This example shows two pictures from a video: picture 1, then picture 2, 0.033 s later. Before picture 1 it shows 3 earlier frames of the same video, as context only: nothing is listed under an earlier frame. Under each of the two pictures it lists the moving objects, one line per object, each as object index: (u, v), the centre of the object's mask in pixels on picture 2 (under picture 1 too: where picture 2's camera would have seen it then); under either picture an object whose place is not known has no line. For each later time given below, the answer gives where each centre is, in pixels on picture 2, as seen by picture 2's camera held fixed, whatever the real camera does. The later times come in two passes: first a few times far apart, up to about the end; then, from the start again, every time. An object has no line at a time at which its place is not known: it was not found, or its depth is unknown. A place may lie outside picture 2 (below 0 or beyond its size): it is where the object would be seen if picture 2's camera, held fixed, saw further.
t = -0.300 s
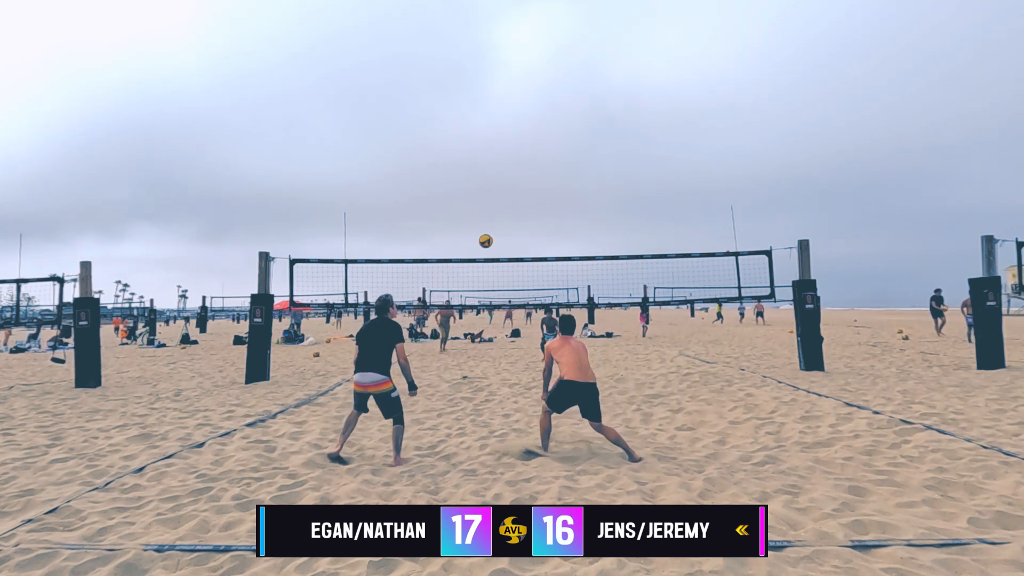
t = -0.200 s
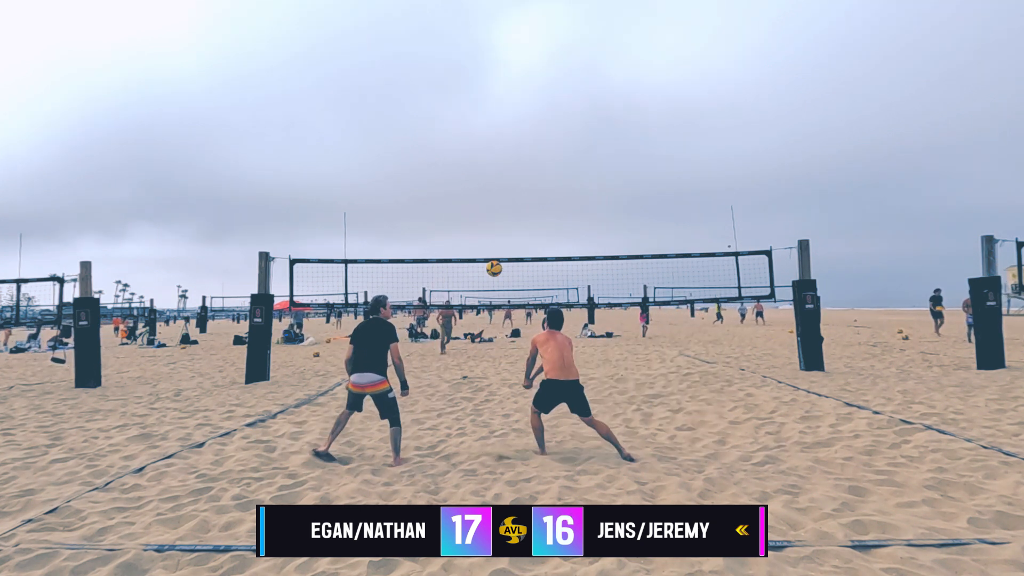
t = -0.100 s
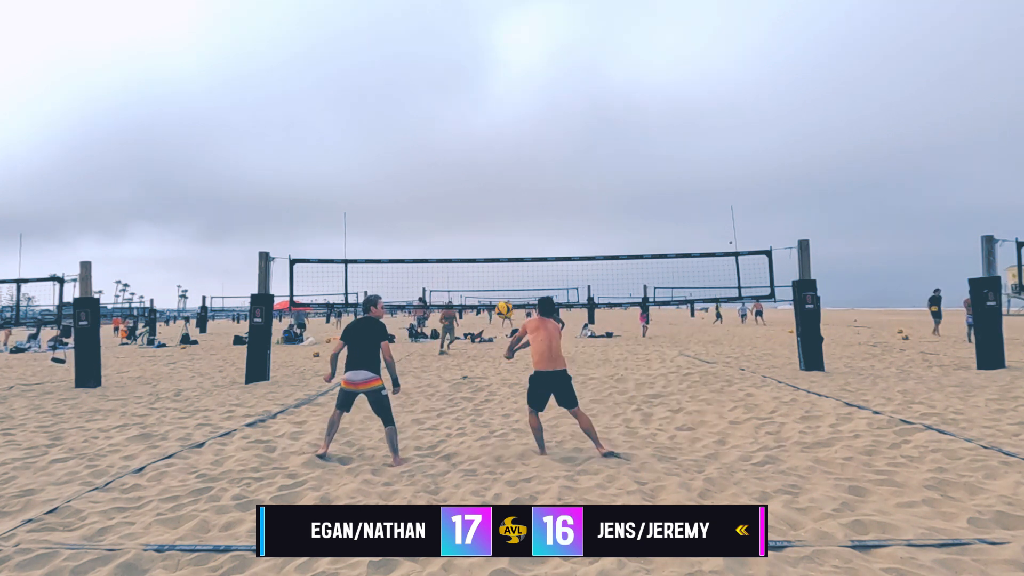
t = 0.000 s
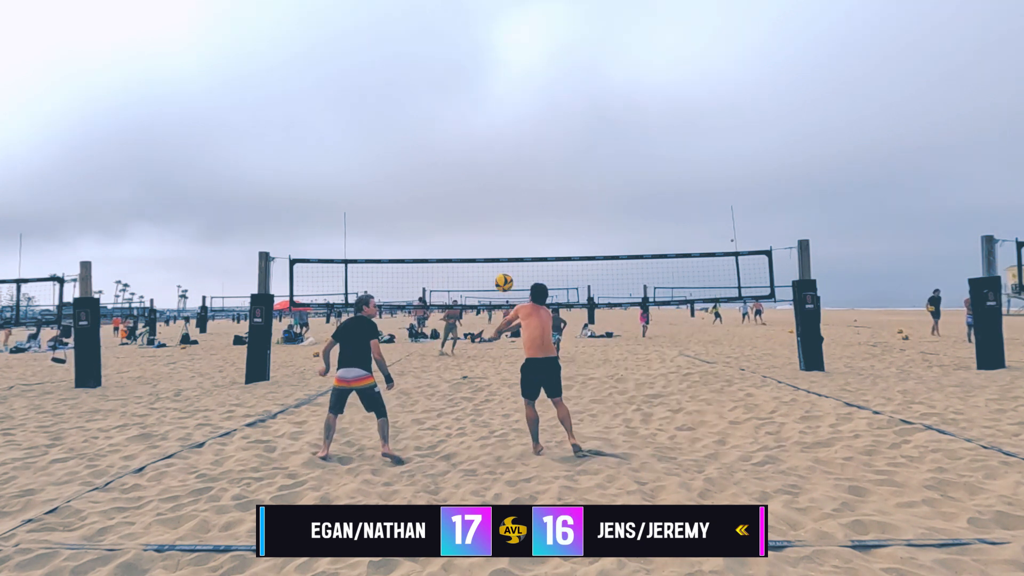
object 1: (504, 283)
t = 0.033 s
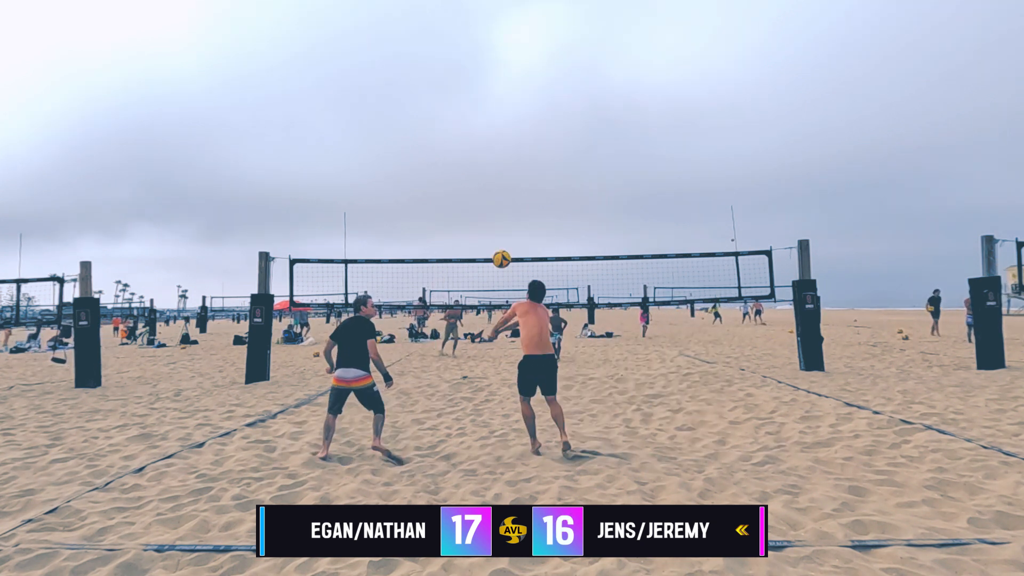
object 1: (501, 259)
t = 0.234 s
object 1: (487, 144)
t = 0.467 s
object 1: (474, 59)
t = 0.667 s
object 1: (464, 25)
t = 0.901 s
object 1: (454, 25)
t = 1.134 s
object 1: (445, 65)
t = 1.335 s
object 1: (438, 130)
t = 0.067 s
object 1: (499, 237)
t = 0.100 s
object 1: (496, 216)
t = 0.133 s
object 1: (494, 196)
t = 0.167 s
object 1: (492, 177)
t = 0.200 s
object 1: (490, 160)
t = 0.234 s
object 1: (487, 144)
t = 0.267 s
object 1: (485, 129)
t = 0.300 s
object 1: (483, 115)
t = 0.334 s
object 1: (481, 102)
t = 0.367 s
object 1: (479, 90)
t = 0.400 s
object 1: (477, 78)
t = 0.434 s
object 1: (476, 68)
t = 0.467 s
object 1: (474, 59)
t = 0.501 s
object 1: (472, 52)
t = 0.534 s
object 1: (470, 44)
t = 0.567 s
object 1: (469, 38)
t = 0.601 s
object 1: (467, 33)
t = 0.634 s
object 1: (466, 29)
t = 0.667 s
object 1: (464, 25)
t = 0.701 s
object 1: (463, 22)
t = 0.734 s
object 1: (461, 21)
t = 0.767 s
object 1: (460, 20)
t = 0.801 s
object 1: (458, 20)
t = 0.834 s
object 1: (457, 21)
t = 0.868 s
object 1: (455, 22)
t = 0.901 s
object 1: (454, 25)
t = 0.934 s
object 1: (453, 28)
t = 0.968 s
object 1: (451, 32)
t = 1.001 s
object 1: (450, 37)
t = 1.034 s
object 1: (449, 43)
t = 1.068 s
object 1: (447, 50)
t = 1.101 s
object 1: (446, 57)
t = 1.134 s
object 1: (445, 65)
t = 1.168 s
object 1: (444, 74)
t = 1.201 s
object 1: (442, 84)
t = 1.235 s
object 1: (441, 94)
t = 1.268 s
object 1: (440, 105)
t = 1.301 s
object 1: (439, 117)
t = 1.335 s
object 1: (438, 130)
